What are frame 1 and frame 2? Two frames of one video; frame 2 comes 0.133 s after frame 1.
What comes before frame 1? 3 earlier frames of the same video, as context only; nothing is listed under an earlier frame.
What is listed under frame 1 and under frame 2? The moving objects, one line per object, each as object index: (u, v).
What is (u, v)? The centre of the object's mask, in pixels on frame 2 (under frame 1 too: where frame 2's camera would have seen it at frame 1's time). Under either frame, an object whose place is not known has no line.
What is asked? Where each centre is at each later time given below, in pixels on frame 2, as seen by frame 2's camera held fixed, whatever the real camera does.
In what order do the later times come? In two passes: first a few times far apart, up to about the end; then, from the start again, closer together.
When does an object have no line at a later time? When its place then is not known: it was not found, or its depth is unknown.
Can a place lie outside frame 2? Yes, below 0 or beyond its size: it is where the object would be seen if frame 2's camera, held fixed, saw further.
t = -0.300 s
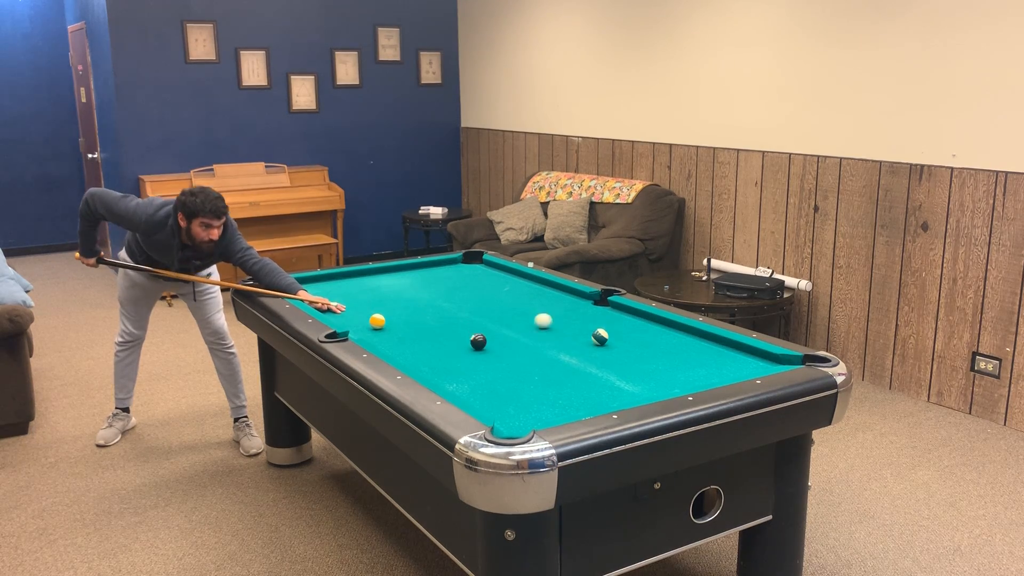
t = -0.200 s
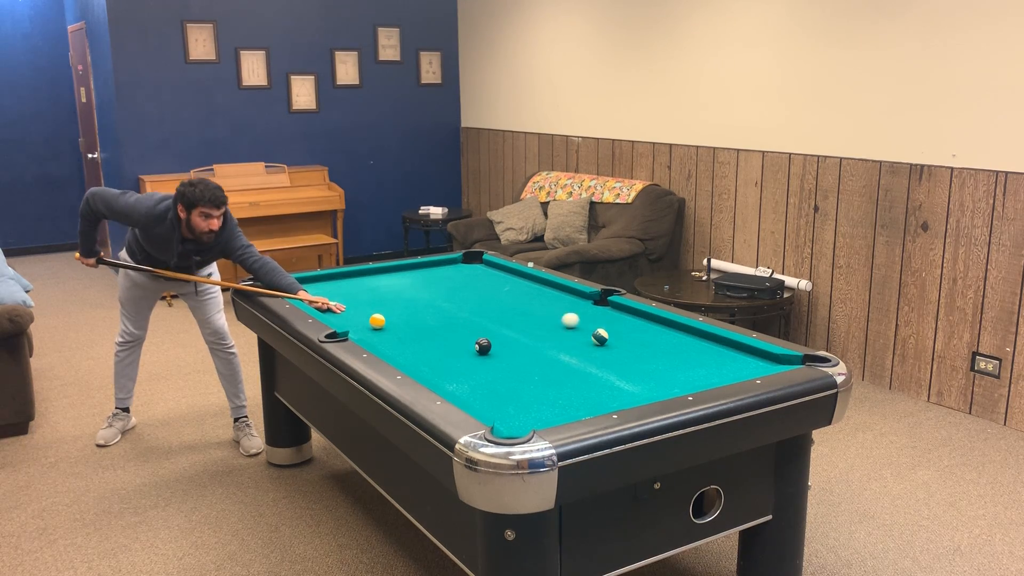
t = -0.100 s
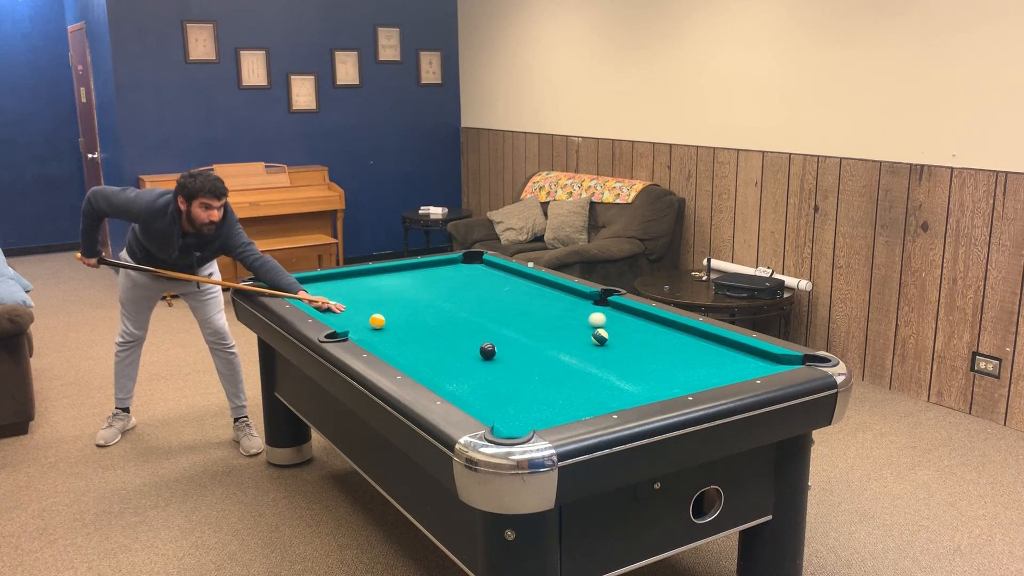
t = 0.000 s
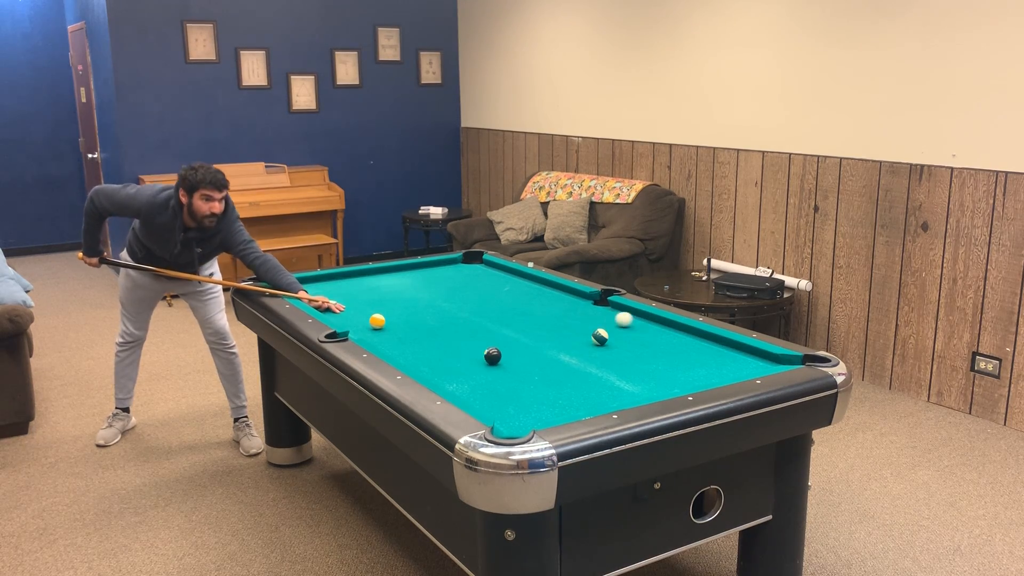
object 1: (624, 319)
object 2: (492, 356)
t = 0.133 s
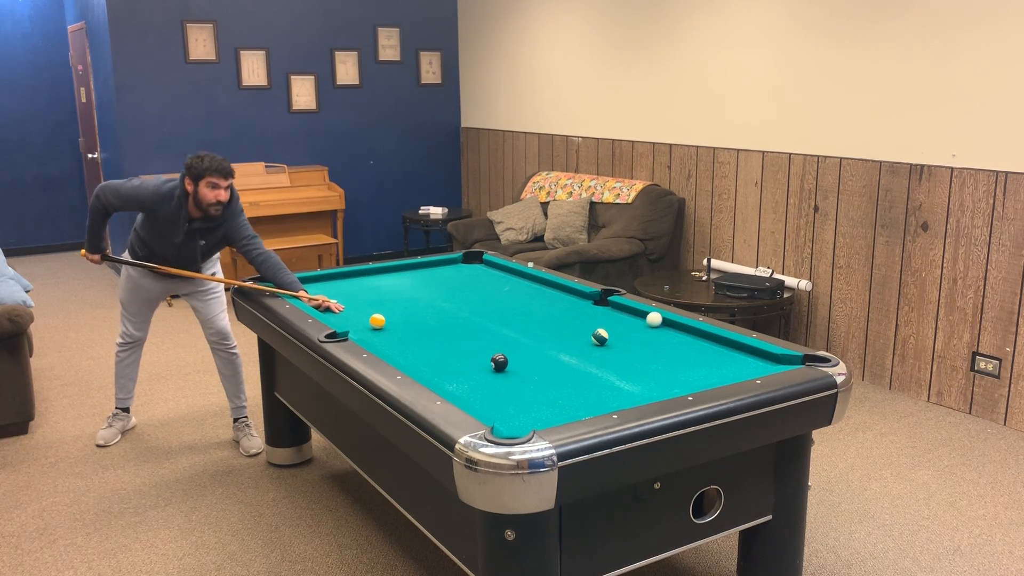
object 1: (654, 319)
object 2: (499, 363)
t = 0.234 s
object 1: (648, 323)
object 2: (504, 368)
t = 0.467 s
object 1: (637, 330)
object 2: (515, 380)
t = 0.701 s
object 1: (626, 336)
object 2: (527, 392)
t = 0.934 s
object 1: (616, 343)
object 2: (539, 404)
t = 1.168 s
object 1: (605, 350)
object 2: (551, 413)
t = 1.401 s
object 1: (595, 356)
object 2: (541, 413)
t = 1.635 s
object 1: (586, 362)
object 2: (529, 410)
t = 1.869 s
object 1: (577, 368)
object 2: (518, 406)
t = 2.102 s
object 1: (568, 373)
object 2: (509, 403)
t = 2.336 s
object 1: (561, 378)
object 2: (502, 400)
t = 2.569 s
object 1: (554, 383)
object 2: (497, 397)
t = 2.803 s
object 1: (548, 388)
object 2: (494, 394)
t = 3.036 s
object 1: (543, 391)
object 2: (492, 392)
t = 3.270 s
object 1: (540, 395)
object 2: (491, 391)
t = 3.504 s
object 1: (539, 397)
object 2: (491, 390)
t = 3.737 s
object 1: (539, 399)
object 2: (493, 389)
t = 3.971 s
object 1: (538, 400)
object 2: (493, 390)
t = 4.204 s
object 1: (538, 401)
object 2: (493, 390)
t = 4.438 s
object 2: (493, 390)
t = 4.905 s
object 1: (539, 402)
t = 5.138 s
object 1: (538, 401)
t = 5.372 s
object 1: (538, 401)
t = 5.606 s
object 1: (538, 401)
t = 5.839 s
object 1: (538, 401)
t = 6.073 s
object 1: (538, 401)
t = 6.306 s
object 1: (538, 401)
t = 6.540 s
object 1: (539, 401)
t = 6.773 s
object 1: (538, 401)
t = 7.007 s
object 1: (539, 401)
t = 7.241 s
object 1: (539, 401)
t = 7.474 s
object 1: (539, 401)
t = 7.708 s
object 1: (539, 401)
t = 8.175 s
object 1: (539, 401)
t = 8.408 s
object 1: (539, 401)
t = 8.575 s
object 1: (538, 401)
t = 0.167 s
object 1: (651, 321)
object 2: (501, 364)
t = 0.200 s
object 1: (649, 322)
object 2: (502, 366)
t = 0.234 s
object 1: (648, 323)
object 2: (504, 368)
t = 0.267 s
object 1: (646, 324)
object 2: (505, 369)
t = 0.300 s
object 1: (644, 325)
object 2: (507, 371)
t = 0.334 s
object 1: (643, 326)
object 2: (509, 373)
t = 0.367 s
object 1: (641, 327)
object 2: (510, 374)
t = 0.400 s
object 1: (640, 328)
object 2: (512, 376)
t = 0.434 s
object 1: (638, 329)
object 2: (513, 378)
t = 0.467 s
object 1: (637, 330)
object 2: (515, 380)
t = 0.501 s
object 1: (635, 331)
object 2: (517, 381)
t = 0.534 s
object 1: (634, 332)
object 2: (518, 383)
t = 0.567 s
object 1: (632, 333)
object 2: (520, 385)
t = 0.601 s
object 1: (631, 334)
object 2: (521, 387)
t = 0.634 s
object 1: (629, 335)
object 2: (523, 388)
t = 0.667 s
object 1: (628, 336)
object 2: (525, 390)
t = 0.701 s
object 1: (626, 336)
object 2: (527, 392)
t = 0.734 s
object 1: (625, 337)
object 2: (528, 393)
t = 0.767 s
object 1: (623, 338)
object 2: (530, 395)
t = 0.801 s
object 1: (622, 339)
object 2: (532, 397)
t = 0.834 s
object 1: (620, 340)
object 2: (534, 399)
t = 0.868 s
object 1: (619, 341)
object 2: (535, 401)
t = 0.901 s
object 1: (617, 342)
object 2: (537, 402)
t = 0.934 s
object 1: (616, 343)
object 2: (539, 404)
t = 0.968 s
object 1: (614, 344)
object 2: (541, 406)
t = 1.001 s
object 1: (613, 345)
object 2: (543, 408)
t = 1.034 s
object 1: (611, 346)
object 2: (544, 410)
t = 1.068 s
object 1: (610, 347)
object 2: (546, 411)
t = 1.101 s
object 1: (608, 348)
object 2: (548, 412)
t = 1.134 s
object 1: (607, 349)
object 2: (549, 413)
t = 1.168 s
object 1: (605, 350)
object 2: (551, 413)
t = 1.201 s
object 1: (604, 351)
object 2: (552, 414)
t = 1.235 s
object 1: (602, 352)
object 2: (550, 414)
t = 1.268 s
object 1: (601, 352)
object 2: (549, 414)
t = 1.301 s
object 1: (600, 353)
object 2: (547, 414)
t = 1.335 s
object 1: (598, 354)
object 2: (545, 414)
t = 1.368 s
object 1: (597, 355)
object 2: (543, 413)
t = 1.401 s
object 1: (595, 356)
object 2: (541, 413)
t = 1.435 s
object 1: (594, 357)
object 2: (539, 413)
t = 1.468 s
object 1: (593, 358)
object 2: (537, 413)
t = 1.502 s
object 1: (591, 358)
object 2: (536, 413)
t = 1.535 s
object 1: (590, 359)
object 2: (534, 412)
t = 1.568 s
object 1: (588, 360)
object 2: (532, 411)
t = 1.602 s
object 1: (587, 361)
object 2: (530, 411)
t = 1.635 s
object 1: (586, 362)
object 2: (529, 410)
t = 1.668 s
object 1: (584, 363)
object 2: (527, 409)
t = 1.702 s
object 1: (583, 364)
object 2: (525, 409)
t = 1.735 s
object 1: (582, 364)
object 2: (524, 408)
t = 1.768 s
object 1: (580, 365)
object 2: (522, 408)
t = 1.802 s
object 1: (579, 366)
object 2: (521, 407)
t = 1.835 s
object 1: (578, 367)
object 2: (519, 407)
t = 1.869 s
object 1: (577, 368)
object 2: (518, 406)
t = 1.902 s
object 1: (575, 369)
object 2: (517, 406)
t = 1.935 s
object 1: (574, 369)
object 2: (515, 405)
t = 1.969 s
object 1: (573, 370)
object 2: (514, 405)
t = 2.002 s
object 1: (572, 371)
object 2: (513, 404)
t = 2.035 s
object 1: (570, 372)
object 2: (511, 404)
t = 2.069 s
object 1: (569, 373)
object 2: (510, 403)
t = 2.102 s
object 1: (568, 373)
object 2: (509, 403)
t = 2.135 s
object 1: (567, 374)
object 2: (508, 402)
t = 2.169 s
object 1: (566, 375)
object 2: (507, 402)
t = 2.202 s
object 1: (565, 376)
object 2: (506, 401)
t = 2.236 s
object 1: (564, 376)
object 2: (505, 401)
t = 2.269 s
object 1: (563, 377)
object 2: (504, 400)
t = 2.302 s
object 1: (562, 378)
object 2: (503, 400)
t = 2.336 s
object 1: (561, 378)
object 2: (502, 400)
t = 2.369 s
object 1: (559, 379)
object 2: (501, 399)
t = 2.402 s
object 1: (558, 380)
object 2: (500, 399)
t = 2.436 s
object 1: (558, 380)
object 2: (500, 398)
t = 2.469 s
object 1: (557, 381)
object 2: (499, 398)
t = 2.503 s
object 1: (556, 382)
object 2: (498, 398)
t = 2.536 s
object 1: (555, 382)
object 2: (498, 397)
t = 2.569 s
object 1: (554, 383)
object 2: (497, 397)
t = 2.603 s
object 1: (553, 384)
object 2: (497, 396)
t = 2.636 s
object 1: (552, 384)
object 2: (496, 396)
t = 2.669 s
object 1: (551, 385)
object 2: (496, 395)
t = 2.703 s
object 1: (550, 386)
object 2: (495, 395)
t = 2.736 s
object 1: (550, 386)
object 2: (495, 395)
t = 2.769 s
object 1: (549, 387)
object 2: (495, 395)
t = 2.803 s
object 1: (548, 388)
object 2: (494, 394)
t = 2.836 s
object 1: (547, 388)
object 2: (494, 394)
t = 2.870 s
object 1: (547, 389)
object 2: (494, 394)
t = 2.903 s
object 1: (546, 389)
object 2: (493, 393)
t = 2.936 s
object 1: (545, 390)
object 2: (493, 393)
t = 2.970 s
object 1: (545, 390)
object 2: (493, 393)
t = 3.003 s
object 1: (544, 391)
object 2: (493, 392)
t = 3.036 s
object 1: (543, 391)
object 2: (492, 392)
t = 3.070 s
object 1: (543, 392)
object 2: (492, 392)
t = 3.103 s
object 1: (542, 392)
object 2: (492, 392)
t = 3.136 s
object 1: (542, 393)
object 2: (492, 392)
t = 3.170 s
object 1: (541, 393)
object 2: (491, 391)
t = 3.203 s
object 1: (541, 394)
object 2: (491, 391)
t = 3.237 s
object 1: (541, 394)
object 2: (491, 391)
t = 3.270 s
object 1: (540, 395)
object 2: (491, 391)
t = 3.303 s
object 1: (540, 395)
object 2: (491, 391)
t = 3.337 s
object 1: (540, 395)
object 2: (491, 391)
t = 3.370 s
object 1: (539, 396)
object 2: (491, 390)
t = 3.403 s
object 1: (539, 396)
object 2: (491, 390)
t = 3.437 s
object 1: (539, 396)
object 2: (491, 390)
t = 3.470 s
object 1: (539, 397)
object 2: (491, 390)
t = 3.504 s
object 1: (539, 397)
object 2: (491, 390)
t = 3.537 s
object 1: (538, 397)
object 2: (491, 390)
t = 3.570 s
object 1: (538, 398)
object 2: (492, 390)
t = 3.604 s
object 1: (538, 398)
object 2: (492, 390)
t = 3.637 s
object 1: (538, 398)
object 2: (492, 390)
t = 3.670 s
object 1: (539, 399)
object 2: (493, 390)
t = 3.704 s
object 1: (539, 399)
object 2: (493, 389)
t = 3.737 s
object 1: (539, 399)
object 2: (493, 389)
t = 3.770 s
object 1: (538, 399)
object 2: (493, 390)
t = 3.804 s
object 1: (538, 400)
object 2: (493, 390)
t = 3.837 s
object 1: (538, 400)
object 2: (493, 389)
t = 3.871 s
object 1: (538, 400)
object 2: (493, 390)
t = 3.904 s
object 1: (538, 400)
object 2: (493, 390)
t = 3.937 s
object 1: (538, 400)
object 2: (493, 389)
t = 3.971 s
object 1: (538, 400)
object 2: (493, 390)
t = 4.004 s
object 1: (538, 401)
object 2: (493, 390)
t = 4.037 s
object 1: (538, 401)
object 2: (493, 390)
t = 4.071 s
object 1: (538, 401)
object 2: (493, 390)
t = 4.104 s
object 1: (538, 401)
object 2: (493, 390)
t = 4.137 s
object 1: (538, 401)
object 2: (493, 390)
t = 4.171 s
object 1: (538, 401)
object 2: (493, 390)
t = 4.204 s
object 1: (538, 401)
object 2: (493, 390)
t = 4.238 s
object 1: (538, 401)
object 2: (493, 389)
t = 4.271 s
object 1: (538, 401)
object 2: (493, 390)
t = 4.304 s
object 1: (538, 401)
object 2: (493, 390)
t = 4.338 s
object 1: (538, 401)
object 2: (493, 390)
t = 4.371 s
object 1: (538, 401)
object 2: (493, 390)
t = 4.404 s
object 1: (535, 399)
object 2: (493, 390)
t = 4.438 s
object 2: (493, 390)
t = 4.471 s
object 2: (492, 389)
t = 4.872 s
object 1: (544, 402)
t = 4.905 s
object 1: (539, 402)
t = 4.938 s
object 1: (538, 401)
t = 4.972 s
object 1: (539, 401)
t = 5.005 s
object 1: (538, 401)
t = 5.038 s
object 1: (538, 401)
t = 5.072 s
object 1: (538, 401)
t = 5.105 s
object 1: (538, 401)
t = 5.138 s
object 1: (538, 401)
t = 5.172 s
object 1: (539, 401)
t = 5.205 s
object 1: (539, 401)
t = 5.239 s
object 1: (538, 401)
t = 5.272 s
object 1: (539, 401)
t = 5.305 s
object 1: (538, 401)
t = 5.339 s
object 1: (538, 401)
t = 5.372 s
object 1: (538, 401)
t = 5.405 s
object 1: (538, 401)
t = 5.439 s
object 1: (538, 401)
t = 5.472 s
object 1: (539, 401)
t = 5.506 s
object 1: (539, 401)
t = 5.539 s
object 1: (539, 401)
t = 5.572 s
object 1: (538, 401)
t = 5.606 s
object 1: (538, 401)
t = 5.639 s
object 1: (538, 401)
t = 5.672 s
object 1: (539, 401)
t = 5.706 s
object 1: (538, 401)
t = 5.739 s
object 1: (539, 401)
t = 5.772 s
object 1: (538, 401)
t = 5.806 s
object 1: (539, 401)
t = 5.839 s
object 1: (538, 401)
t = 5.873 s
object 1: (538, 401)
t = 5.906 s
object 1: (538, 401)
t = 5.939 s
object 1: (538, 401)
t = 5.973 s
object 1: (539, 401)
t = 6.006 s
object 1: (538, 401)
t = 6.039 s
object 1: (538, 401)
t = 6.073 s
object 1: (538, 401)
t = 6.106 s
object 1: (538, 401)
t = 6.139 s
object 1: (539, 401)
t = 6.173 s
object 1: (539, 401)
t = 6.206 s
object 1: (539, 401)
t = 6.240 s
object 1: (538, 401)
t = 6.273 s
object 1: (538, 401)
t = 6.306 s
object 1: (538, 401)
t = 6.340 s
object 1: (539, 401)
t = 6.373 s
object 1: (539, 401)
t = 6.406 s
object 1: (539, 401)
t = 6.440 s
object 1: (539, 401)
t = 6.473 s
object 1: (539, 401)
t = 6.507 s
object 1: (539, 401)
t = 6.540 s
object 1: (539, 401)
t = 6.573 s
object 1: (539, 401)
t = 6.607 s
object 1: (538, 401)
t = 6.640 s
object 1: (539, 401)
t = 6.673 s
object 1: (539, 401)
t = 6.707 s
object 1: (539, 401)
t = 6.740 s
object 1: (538, 401)
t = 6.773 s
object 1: (538, 401)
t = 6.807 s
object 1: (539, 401)
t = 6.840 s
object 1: (539, 401)
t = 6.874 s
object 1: (538, 401)
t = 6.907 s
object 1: (538, 401)
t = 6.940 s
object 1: (539, 401)
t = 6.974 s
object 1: (539, 401)
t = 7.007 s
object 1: (539, 401)
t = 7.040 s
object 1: (538, 401)
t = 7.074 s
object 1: (539, 401)
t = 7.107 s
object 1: (539, 401)
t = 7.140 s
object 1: (538, 401)
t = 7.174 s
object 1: (539, 401)
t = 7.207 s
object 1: (539, 401)
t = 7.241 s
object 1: (539, 401)
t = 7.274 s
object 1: (539, 401)
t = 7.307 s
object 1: (539, 401)
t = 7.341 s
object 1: (538, 401)
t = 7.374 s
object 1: (539, 401)
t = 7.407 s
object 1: (539, 401)
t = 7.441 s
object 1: (539, 401)
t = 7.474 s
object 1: (539, 401)
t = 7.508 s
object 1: (538, 401)
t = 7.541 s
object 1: (538, 401)
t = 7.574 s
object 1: (538, 401)
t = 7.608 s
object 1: (539, 401)
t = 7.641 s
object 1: (538, 401)
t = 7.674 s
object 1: (538, 401)
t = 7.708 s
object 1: (539, 401)
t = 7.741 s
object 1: (540, 402)
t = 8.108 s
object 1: (538, 401)
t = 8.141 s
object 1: (538, 401)
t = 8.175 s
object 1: (539, 401)
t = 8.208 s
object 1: (538, 401)
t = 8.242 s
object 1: (538, 401)
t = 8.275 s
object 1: (538, 401)
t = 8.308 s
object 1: (538, 401)
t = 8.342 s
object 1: (539, 401)
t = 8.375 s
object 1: (539, 401)
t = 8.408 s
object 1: (539, 401)
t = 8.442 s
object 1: (538, 401)
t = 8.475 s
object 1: (538, 401)
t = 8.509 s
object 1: (538, 401)
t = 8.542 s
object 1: (538, 401)
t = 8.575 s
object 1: (538, 401)
